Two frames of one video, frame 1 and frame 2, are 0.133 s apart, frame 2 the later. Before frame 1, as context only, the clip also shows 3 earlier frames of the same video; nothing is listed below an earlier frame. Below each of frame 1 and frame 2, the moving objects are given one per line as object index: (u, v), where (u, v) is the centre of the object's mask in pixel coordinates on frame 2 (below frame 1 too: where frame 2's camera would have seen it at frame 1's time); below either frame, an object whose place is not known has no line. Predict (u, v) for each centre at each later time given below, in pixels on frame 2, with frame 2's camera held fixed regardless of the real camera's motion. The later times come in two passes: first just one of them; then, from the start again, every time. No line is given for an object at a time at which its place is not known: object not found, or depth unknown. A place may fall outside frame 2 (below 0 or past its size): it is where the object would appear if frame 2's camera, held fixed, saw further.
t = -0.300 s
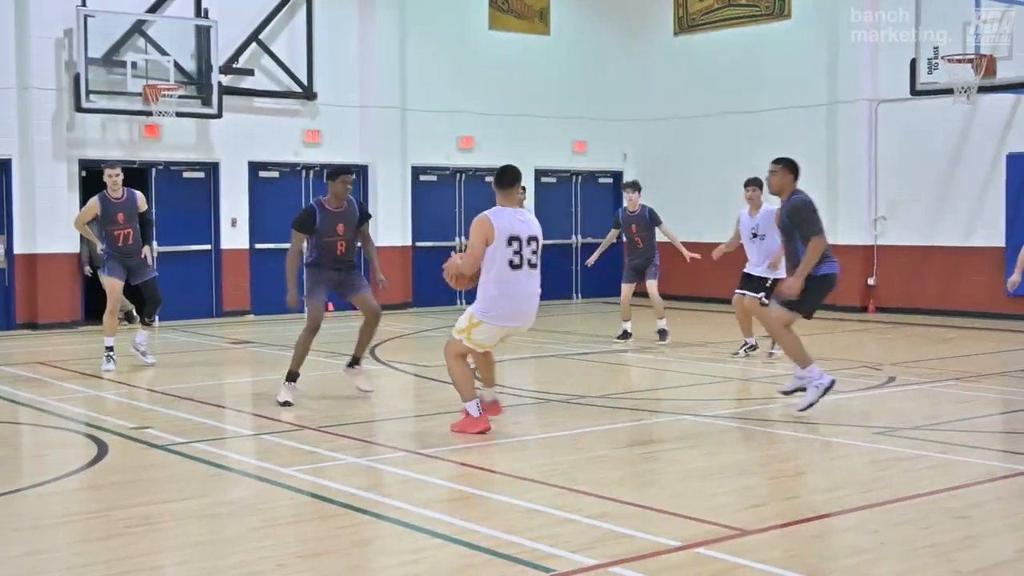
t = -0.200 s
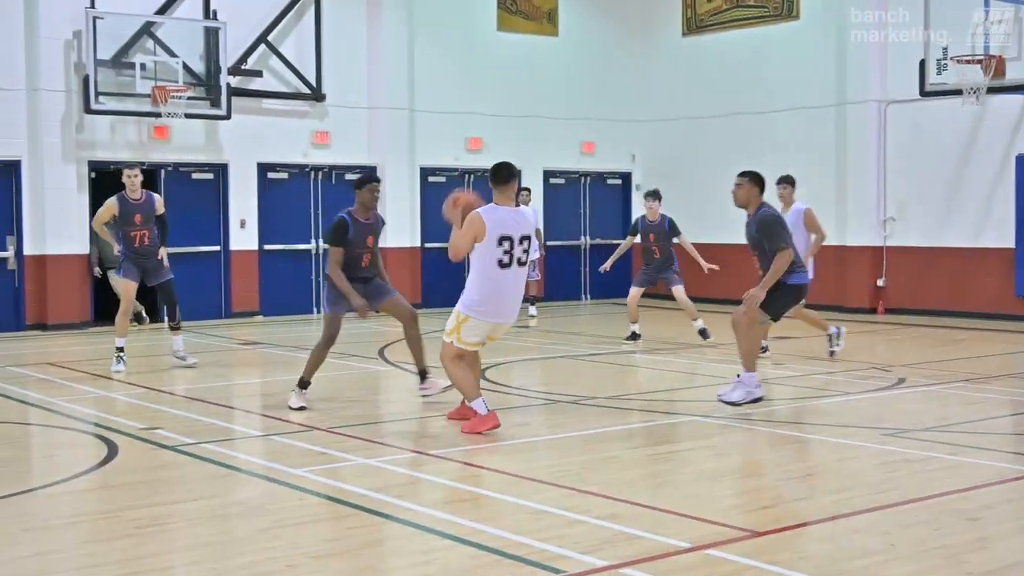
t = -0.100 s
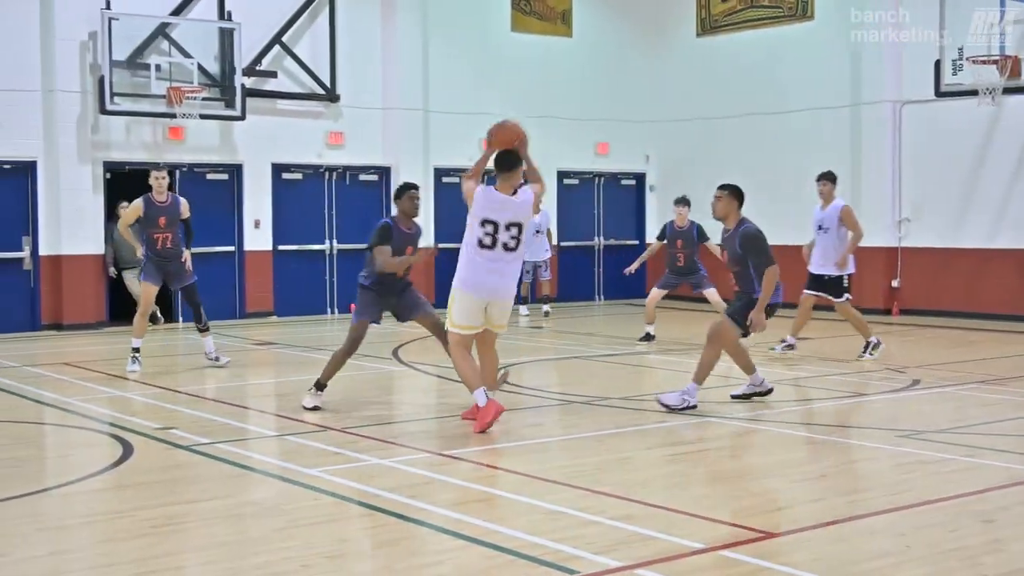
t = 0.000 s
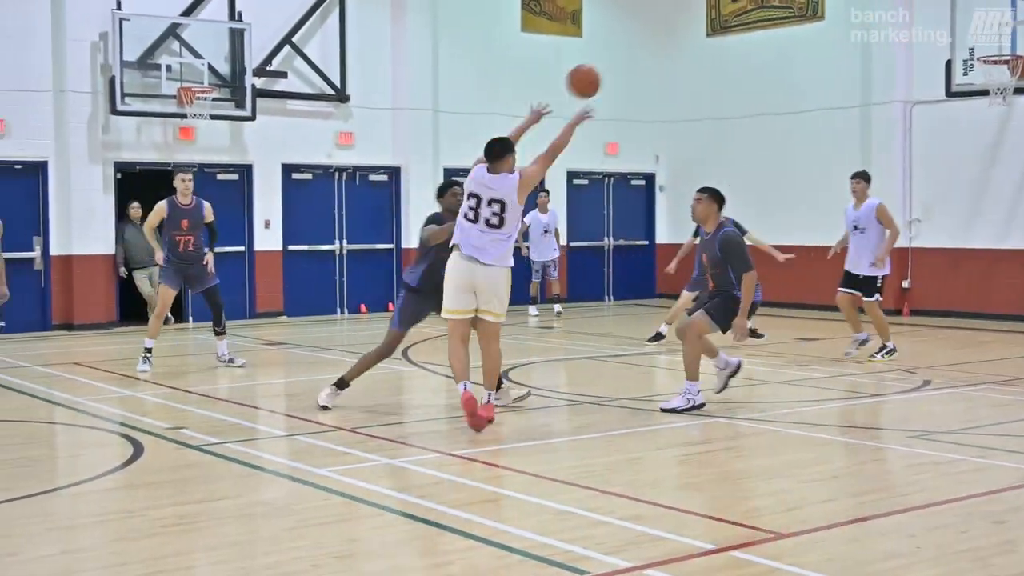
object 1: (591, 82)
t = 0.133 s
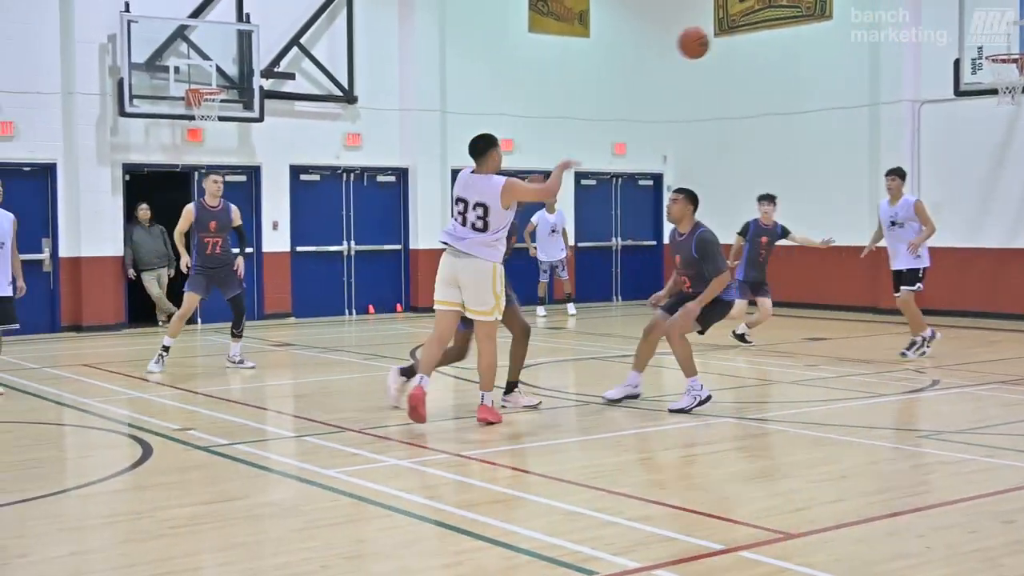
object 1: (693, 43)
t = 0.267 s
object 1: (778, 30)
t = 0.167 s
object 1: (716, 37)
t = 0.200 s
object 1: (738, 33)
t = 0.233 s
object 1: (759, 31)
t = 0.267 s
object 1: (778, 30)
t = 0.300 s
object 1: (796, 31)
